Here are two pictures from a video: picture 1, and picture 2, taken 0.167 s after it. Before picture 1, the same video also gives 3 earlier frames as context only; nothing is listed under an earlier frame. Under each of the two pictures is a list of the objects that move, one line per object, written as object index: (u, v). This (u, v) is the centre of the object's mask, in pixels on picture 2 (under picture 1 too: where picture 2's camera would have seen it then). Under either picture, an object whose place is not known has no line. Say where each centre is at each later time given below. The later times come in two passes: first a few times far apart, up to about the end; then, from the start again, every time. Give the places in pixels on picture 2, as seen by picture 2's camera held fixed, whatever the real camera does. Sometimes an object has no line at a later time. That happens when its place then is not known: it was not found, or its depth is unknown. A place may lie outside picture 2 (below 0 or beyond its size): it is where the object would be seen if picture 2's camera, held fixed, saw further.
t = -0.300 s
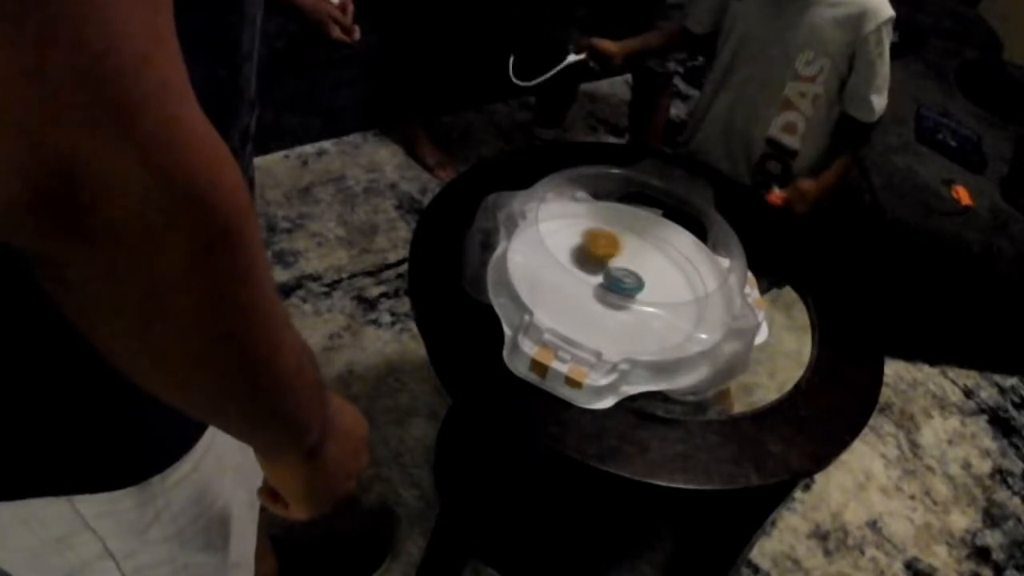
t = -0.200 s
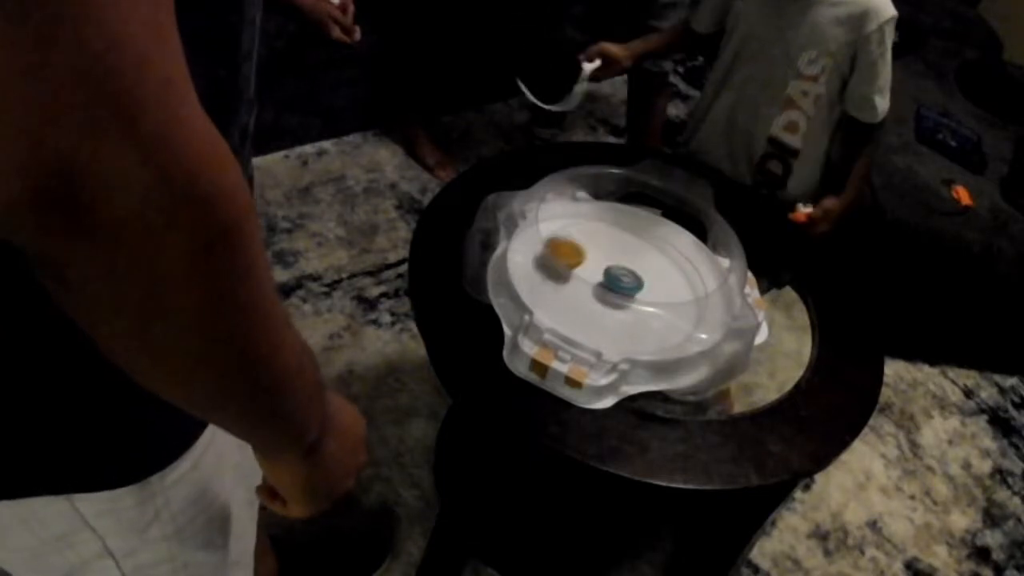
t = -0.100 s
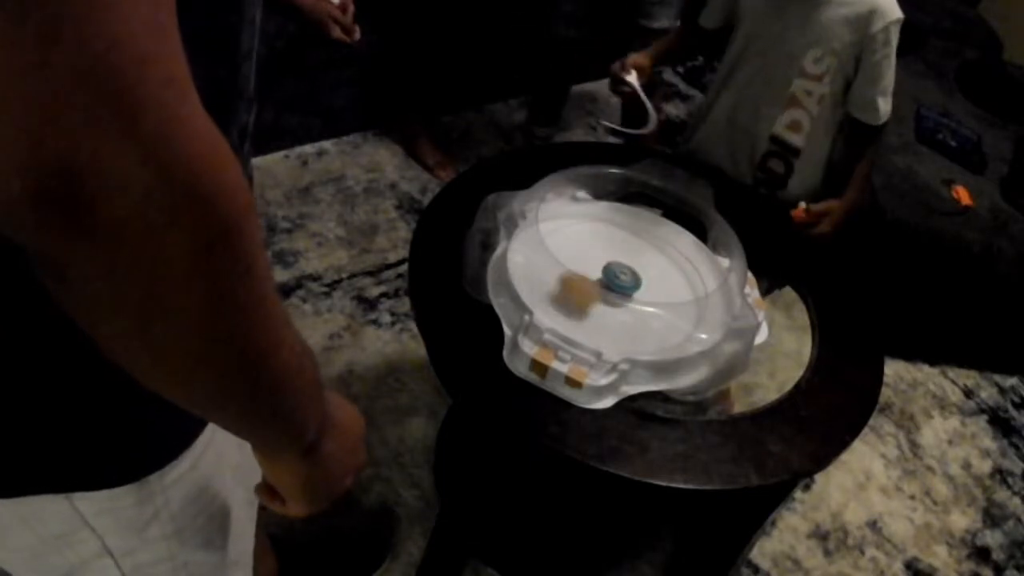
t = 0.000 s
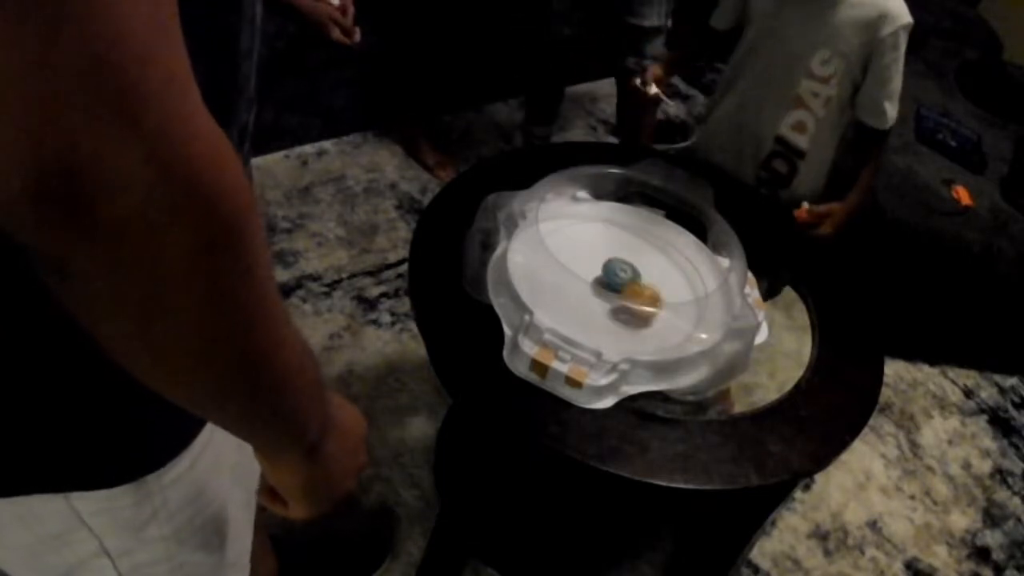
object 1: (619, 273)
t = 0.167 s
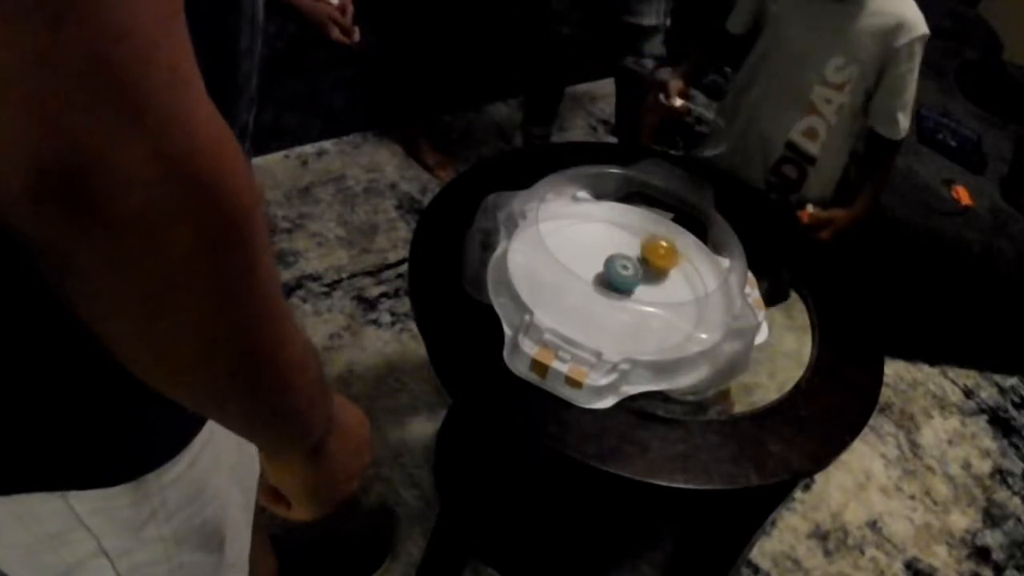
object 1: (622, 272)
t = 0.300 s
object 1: (625, 276)
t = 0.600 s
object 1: (627, 281)
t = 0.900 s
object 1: (622, 281)
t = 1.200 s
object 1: (622, 273)
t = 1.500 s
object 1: (621, 275)
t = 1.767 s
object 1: (637, 321)
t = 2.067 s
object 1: (630, 271)
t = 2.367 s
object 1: (661, 288)
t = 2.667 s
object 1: (620, 306)
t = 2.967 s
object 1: (584, 261)
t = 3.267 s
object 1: (633, 250)
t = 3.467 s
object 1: (666, 284)
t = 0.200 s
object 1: (623, 273)
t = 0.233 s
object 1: (623, 274)
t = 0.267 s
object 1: (624, 274)
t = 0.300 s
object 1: (625, 276)
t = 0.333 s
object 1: (625, 276)
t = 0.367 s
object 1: (626, 276)
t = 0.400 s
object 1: (627, 276)
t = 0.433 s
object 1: (628, 277)
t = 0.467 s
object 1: (629, 276)
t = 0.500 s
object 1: (629, 276)
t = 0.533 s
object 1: (626, 278)
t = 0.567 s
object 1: (626, 280)
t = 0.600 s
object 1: (627, 281)
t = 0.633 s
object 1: (627, 282)
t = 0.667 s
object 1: (626, 282)
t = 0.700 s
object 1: (627, 282)
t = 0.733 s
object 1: (625, 282)
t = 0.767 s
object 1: (625, 282)
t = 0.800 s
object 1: (624, 282)
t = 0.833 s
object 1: (623, 282)
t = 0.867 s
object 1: (623, 281)
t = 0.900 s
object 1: (622, 281)
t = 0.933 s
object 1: (621, 280)
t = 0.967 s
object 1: (621, 279)
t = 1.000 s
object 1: (621, 278)
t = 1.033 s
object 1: (620, 278)
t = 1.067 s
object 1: (621, 277)
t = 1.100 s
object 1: (622, 276)
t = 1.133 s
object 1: (622, 273)
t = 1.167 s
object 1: (622, 272)
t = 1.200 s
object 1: (622, 273)
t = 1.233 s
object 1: (623, 272)
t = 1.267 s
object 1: (623, 272)
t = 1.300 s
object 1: (625, 273)
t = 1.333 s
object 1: (617, 270)
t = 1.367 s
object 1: (613, 271)
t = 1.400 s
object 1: (614, 271)
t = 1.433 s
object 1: (615, 272)
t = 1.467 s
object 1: (618, 274)
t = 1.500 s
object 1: (621, 275)
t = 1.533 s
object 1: (622, 278)
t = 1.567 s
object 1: (622, 293)
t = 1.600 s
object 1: (623, 303)
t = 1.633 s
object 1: (624, 306)
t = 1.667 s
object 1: (623, 307)
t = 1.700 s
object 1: (623, 307)
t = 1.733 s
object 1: (625, 304)
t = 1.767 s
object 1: (637, 321)
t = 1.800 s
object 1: (651, 326)
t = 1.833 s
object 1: (655, 326)
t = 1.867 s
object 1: (653, 325)
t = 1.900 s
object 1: (650, 316)
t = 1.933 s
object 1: (644, 296)
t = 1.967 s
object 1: (639, 287)
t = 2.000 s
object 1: (632, 278)
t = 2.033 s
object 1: (630, 273)
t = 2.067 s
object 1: (630, 271)
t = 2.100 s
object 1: (630, 271)
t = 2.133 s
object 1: (629, 273)
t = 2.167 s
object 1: (630, 275)
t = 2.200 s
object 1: (637, 279)
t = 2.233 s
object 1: (649, 287)
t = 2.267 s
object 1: (654, 287)
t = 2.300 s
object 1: (658, 287)
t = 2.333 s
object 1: (662, 288)
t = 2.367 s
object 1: (661, 288)
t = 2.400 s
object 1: (665, 291)
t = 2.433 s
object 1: (665, 292)
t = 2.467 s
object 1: (663, 293)
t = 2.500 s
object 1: (659, 293)
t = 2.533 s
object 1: (653, 293)
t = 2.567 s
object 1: (646, 293)
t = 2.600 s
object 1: (641, 292)
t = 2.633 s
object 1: (634, 296)
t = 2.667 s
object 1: (620, 306)
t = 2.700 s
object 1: (602, 303)
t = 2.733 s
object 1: (594, 302)
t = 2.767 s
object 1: (588, 295)
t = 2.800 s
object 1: (582, 289)
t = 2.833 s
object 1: (577, 287)
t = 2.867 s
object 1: (575, 280)
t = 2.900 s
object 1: (575, 275)
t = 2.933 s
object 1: (580, 262)
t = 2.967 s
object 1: (584, 261)
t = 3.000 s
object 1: (591, 258)
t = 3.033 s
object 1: (597, 254)
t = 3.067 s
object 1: (604, 250)
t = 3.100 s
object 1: (609, 247)
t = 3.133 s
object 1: (615, 245)
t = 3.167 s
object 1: (620, 245)
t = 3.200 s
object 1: (625, 246)
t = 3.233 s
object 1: (626, 248)
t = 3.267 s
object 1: (633, 250)
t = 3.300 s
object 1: (648, 262)
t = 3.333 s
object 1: (657, 267)
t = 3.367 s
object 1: (664, 273)
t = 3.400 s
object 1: (667, 281)
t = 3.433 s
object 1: (668, 282)
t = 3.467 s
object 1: (666, 284)
